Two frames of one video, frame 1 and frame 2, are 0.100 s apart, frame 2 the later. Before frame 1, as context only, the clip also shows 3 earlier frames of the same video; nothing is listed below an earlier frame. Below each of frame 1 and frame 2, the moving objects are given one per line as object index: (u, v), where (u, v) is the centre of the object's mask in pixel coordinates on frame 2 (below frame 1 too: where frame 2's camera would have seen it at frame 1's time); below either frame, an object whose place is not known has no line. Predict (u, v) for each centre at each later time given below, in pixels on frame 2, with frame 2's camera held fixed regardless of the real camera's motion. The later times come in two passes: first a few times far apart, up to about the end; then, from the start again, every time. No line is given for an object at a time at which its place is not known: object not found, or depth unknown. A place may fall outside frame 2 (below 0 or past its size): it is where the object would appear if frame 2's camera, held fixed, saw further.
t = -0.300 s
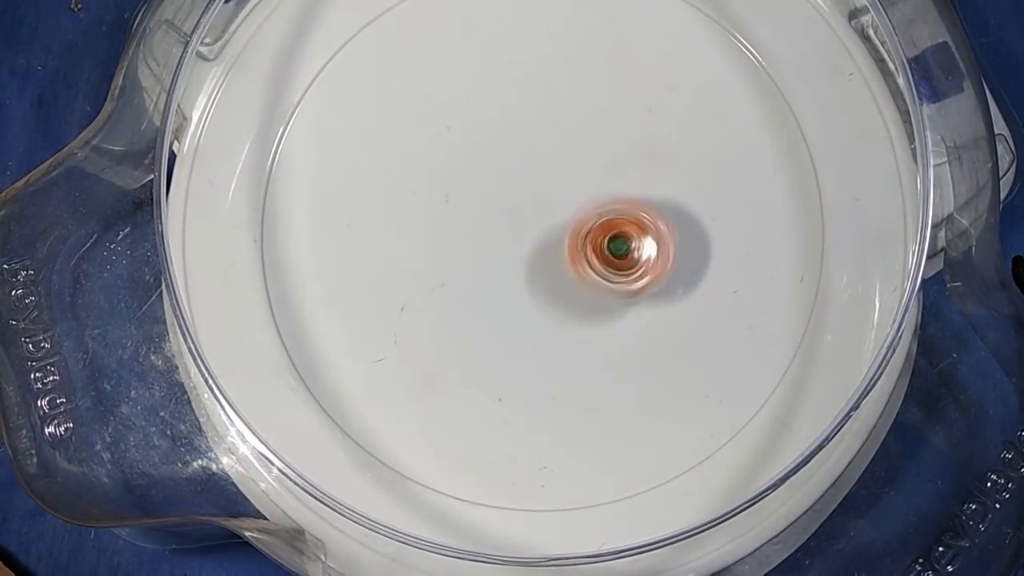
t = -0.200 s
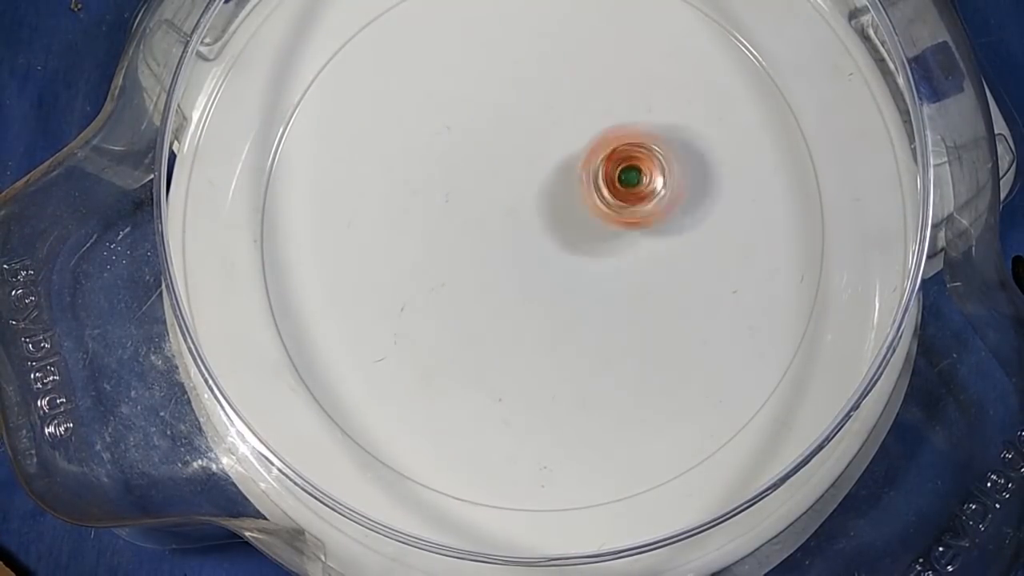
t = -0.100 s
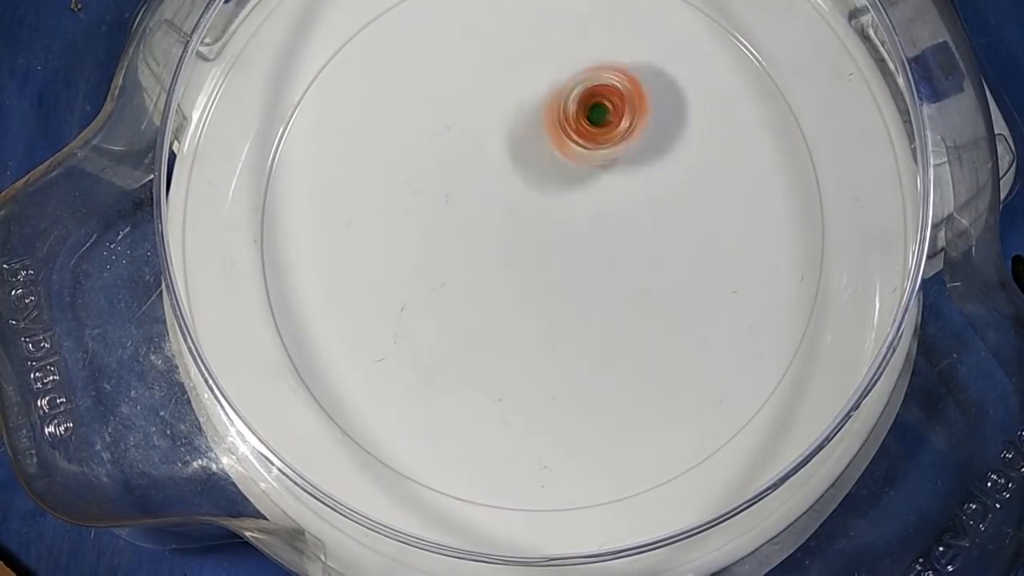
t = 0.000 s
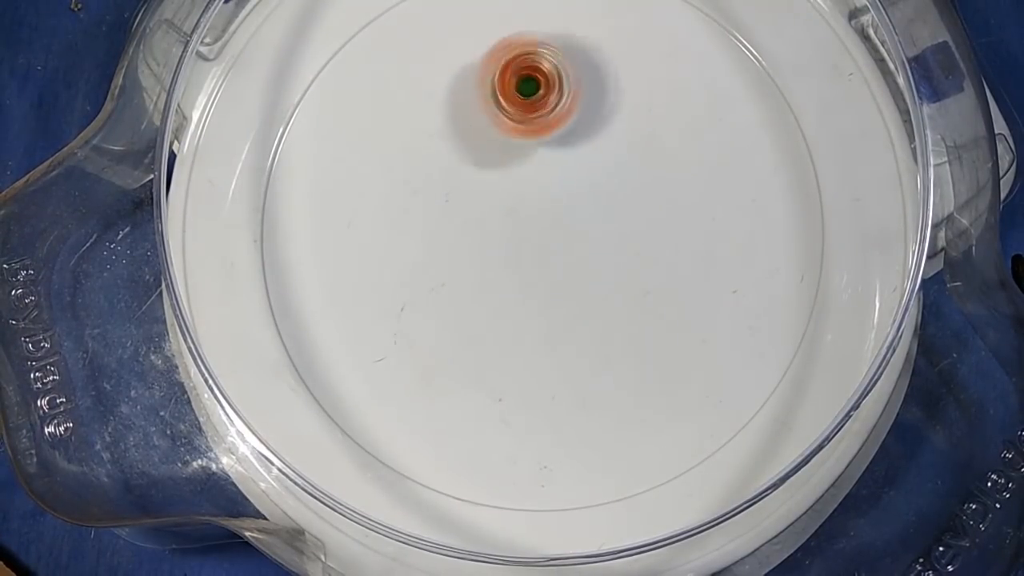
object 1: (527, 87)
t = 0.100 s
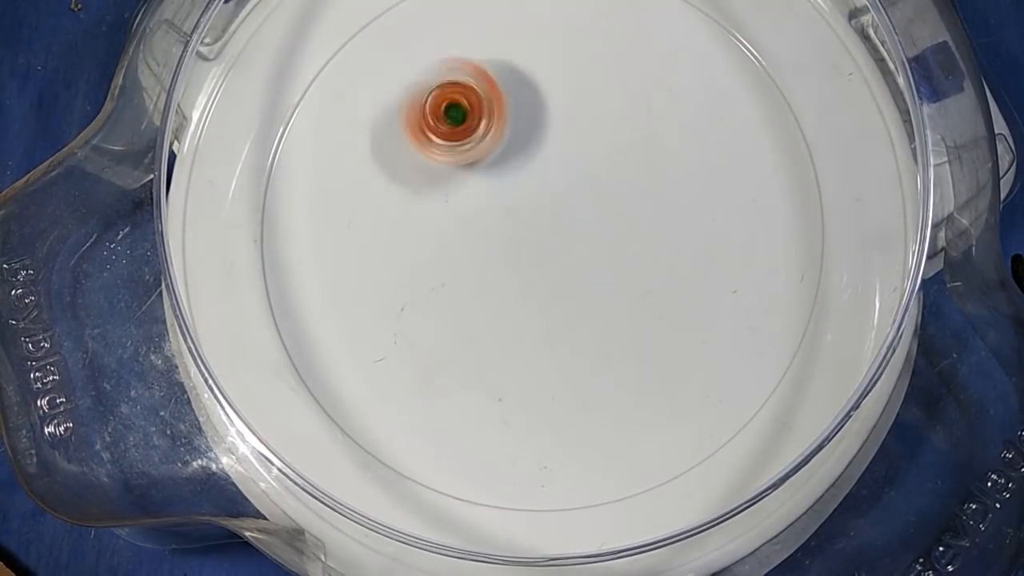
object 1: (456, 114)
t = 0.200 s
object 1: (422, 190)
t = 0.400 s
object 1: (510, 310)
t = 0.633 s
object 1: (616, 211)
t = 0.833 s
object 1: (526, 120)
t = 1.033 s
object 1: (415, 183)
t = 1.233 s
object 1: (474, 289)
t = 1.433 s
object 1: (585, 242)
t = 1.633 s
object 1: (573, 131)
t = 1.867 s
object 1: (447, 141)
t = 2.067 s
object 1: (451, 253)
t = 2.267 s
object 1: (545, 288)
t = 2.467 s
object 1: (602, 209)
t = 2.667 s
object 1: (551, 140)
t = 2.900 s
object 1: (460, 148)
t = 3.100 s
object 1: (446, 212)
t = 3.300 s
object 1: (497, 251)
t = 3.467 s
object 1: (547, 242)
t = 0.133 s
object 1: (440, 134)
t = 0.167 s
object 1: (430, 161)
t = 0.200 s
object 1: (422, 190)
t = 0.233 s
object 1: (422, 217)
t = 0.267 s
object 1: (430, 243)
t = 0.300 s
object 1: (444, 267)
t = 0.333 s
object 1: (463, 288)
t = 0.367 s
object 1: (485, 302)
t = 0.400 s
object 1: (510, 310)
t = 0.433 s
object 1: (535, 311)
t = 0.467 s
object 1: (559, 307)
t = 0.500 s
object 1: (580, 295)
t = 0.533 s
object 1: (597, 279)
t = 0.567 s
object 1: (610, 258)
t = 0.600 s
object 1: (617, 236)
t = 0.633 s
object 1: (616, 211)
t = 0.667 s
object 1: (610, 187)
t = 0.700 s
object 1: (599, 166)
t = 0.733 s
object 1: (584, 148)
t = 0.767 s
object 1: (566, 135)
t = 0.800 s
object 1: (548, 125)
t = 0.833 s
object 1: (526, 120)
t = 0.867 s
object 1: (502, 118)
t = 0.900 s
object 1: (478, 122)
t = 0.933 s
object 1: (457, 132)
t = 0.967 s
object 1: (438, 145)
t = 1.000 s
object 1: (424, 162)
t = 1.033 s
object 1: (415, 183)
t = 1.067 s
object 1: (412, 204)
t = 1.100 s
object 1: (415, 227)
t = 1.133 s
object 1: (423, 247)
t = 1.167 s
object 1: (435, 266)
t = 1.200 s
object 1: (453, 280)
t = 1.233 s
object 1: (474, 289)
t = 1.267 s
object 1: (494, 293)
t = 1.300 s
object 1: (518, 292)
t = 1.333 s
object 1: (541, 284)
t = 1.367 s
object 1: (559, 271)
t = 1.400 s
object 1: (571, 258)
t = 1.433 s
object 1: (585, 242)
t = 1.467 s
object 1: (593, 224)
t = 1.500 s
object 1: (600, 204)
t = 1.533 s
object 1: (602, 183)
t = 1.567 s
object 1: (595, 160)
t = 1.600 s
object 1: (584, 144)
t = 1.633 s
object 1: (573, 131)
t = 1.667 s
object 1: (554, 119)
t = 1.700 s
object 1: (542, 113)
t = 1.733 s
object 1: (522, 107)
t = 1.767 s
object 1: (497, 106)
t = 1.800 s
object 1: (479, 114)
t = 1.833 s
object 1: (460, 125)
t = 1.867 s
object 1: (447, 141)
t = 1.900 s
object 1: (440, 153)
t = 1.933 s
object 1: (430, 172)
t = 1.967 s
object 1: (428, 196)
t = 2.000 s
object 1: (431, 217)
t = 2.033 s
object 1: (436, 236)
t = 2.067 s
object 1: (451, 253)
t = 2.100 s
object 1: (460, 264)
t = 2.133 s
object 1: (476, 281)
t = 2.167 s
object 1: (494, 289)
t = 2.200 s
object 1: (514, 293)
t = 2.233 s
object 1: (533, 288)
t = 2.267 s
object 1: (545, 288)
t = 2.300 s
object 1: (561, 280)
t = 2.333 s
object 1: (579, 271)
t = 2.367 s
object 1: (587, 253)
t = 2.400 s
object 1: (591, 243)
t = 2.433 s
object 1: (598, 228)
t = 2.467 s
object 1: (602, 209)
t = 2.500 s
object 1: (595, 194)
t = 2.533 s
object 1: (590, 182)
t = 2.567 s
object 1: (587, 168)
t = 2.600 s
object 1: (572, 154)
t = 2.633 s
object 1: (560, 148)
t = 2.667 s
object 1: (551, 140)
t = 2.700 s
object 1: (533, 129)
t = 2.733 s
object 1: (518, 130)
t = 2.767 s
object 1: (506, 133)
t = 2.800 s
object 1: (492, 129)
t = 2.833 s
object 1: (477, 135)
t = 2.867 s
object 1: (466, 144)
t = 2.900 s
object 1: (460, 148)
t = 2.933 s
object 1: (449, 159)
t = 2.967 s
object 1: (443, 171)
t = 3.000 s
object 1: (444, 177)
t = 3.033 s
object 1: (438, 191)
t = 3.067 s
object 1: (439, 204)
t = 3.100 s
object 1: (446, 212)
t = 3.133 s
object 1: (448, 225)
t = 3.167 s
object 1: (455, 236)
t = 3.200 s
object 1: (468, 241)
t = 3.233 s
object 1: (475, 249)
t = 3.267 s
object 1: (487, 255)
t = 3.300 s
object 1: (497, 251)
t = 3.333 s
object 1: (507, 257)
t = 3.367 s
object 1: (522, 256)
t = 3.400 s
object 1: (525, 252)
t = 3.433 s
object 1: (534, 251)
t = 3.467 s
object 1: (547, 242)
